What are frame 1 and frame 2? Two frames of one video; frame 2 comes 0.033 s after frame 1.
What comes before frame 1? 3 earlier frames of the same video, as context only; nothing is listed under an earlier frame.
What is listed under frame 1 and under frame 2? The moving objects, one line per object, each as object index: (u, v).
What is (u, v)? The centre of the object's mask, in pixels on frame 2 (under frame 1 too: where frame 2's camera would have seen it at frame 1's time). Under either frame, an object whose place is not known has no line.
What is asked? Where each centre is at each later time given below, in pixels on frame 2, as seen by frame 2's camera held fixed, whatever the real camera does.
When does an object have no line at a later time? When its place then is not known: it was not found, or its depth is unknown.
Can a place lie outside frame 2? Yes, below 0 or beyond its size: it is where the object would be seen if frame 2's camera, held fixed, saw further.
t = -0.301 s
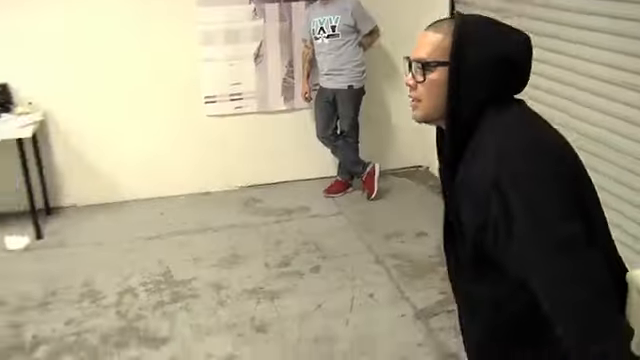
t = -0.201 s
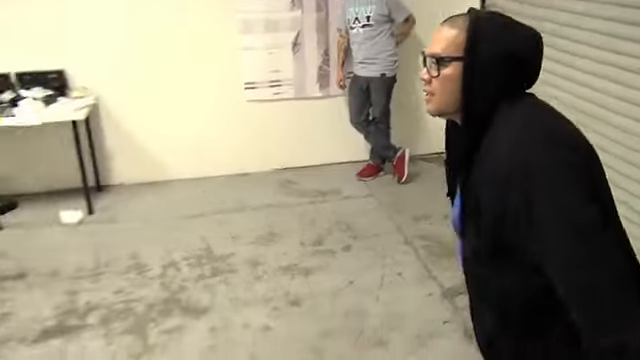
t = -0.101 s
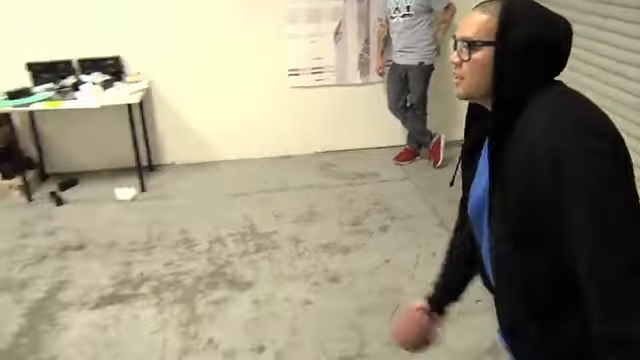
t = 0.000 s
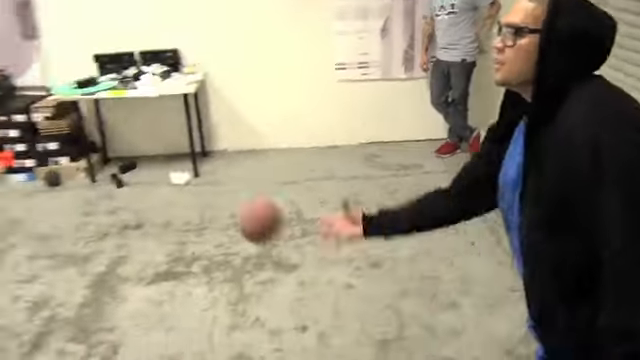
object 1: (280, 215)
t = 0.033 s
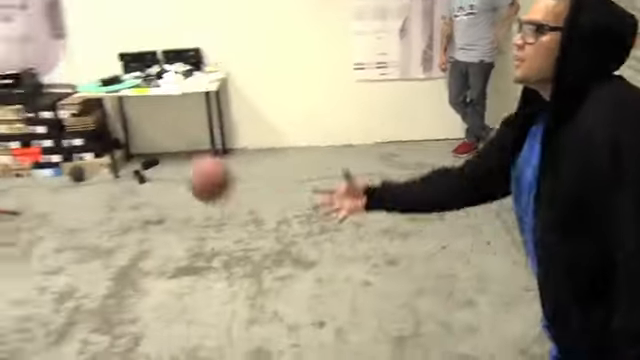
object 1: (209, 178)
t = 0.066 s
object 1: (137, 142)
